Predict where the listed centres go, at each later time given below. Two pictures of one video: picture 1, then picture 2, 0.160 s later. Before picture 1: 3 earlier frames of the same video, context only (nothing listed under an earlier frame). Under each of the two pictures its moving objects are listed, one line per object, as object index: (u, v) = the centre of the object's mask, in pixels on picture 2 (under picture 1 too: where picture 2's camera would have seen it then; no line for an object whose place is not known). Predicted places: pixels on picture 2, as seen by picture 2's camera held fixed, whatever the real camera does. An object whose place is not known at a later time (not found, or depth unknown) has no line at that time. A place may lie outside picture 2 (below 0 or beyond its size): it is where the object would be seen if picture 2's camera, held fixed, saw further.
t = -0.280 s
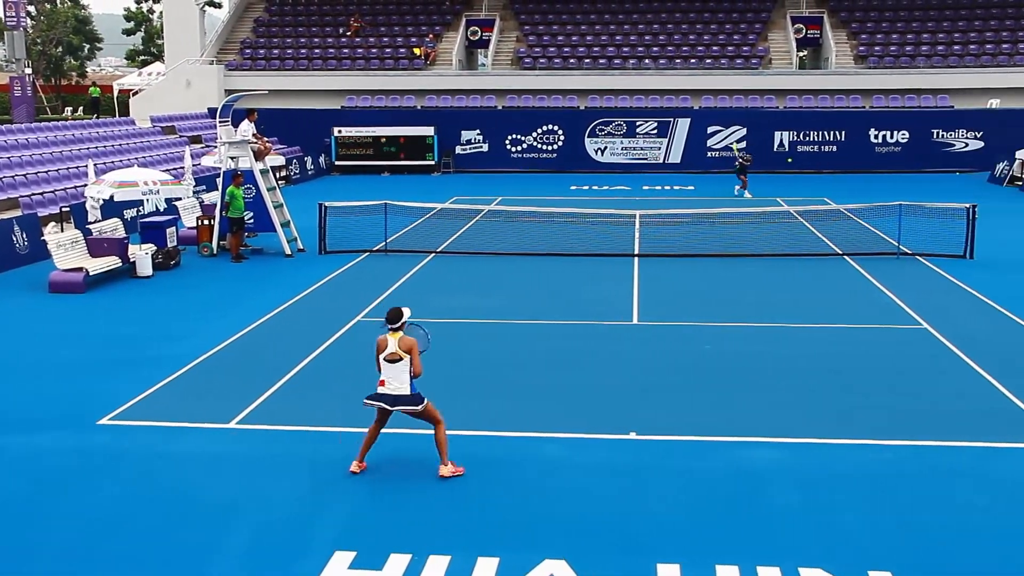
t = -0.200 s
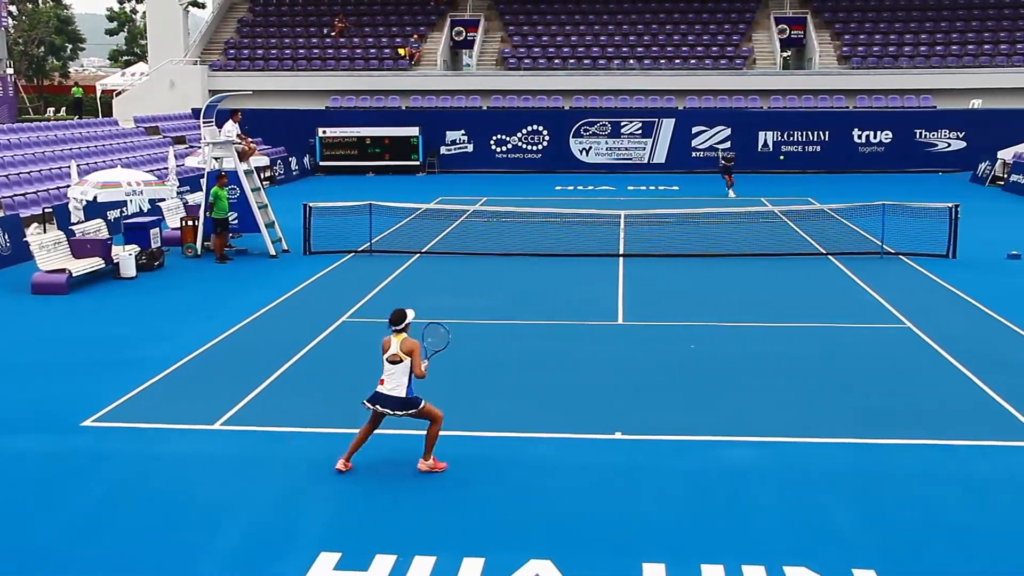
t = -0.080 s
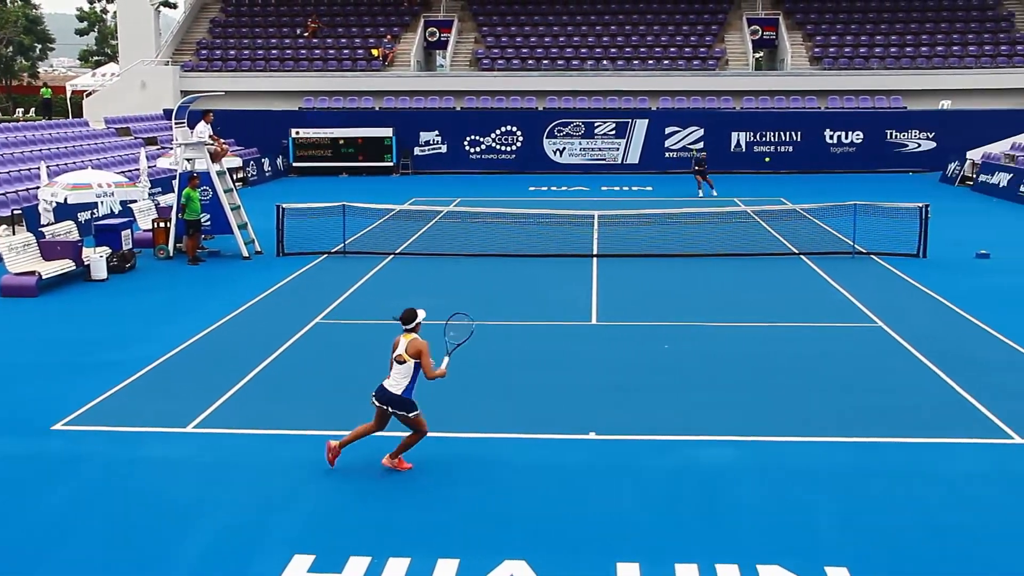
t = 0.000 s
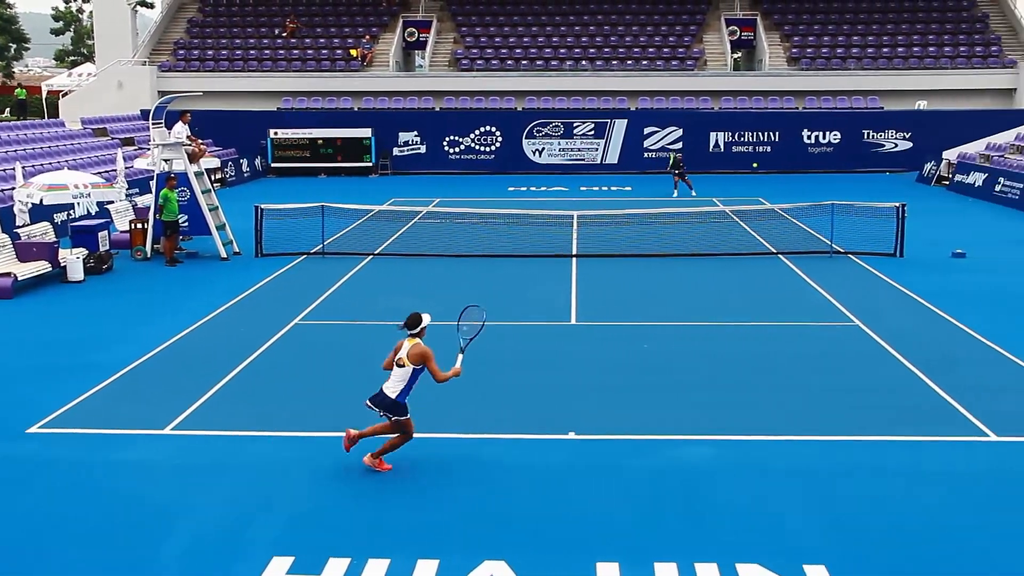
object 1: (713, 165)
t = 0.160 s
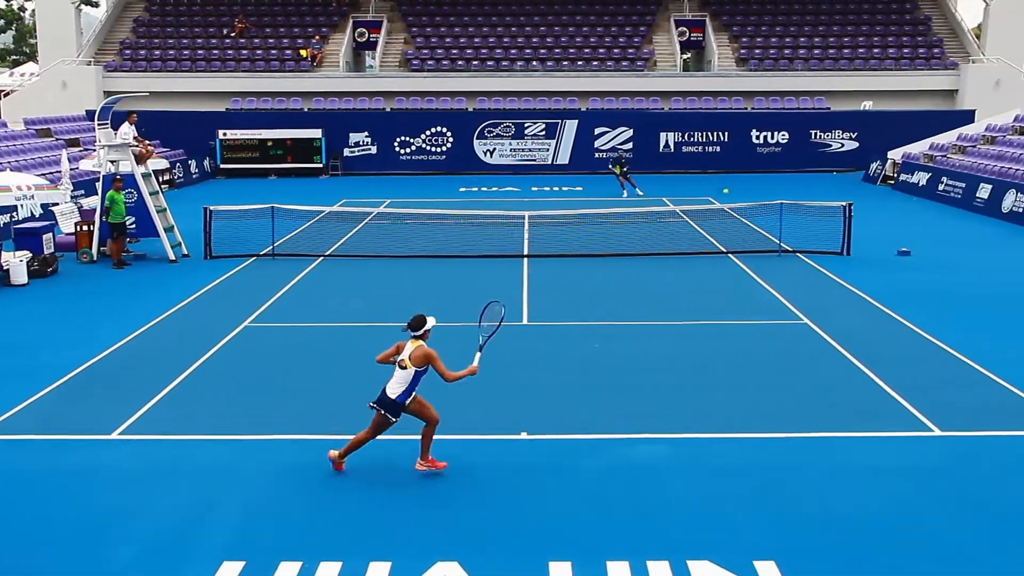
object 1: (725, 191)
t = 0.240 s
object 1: (736, 214)
